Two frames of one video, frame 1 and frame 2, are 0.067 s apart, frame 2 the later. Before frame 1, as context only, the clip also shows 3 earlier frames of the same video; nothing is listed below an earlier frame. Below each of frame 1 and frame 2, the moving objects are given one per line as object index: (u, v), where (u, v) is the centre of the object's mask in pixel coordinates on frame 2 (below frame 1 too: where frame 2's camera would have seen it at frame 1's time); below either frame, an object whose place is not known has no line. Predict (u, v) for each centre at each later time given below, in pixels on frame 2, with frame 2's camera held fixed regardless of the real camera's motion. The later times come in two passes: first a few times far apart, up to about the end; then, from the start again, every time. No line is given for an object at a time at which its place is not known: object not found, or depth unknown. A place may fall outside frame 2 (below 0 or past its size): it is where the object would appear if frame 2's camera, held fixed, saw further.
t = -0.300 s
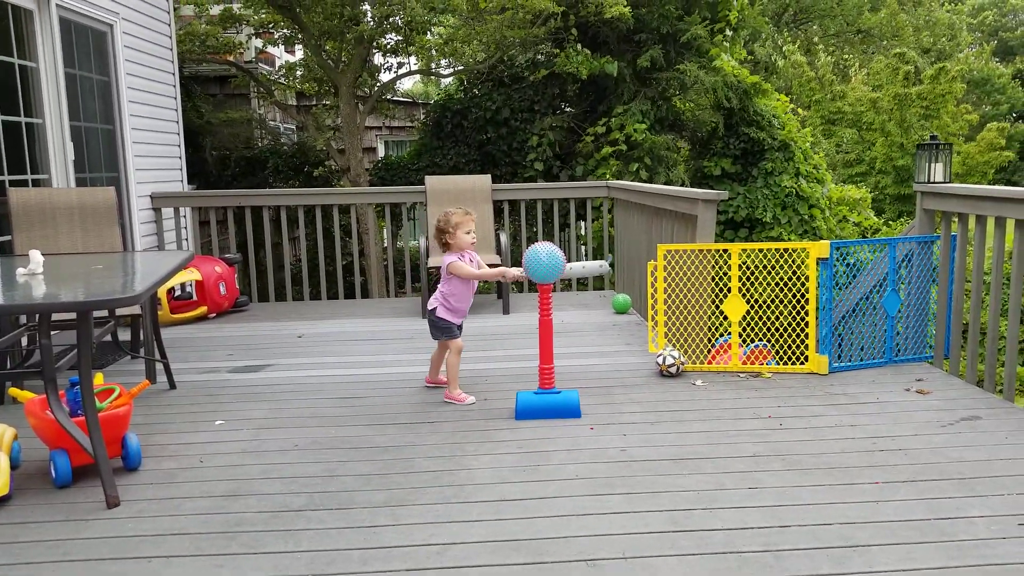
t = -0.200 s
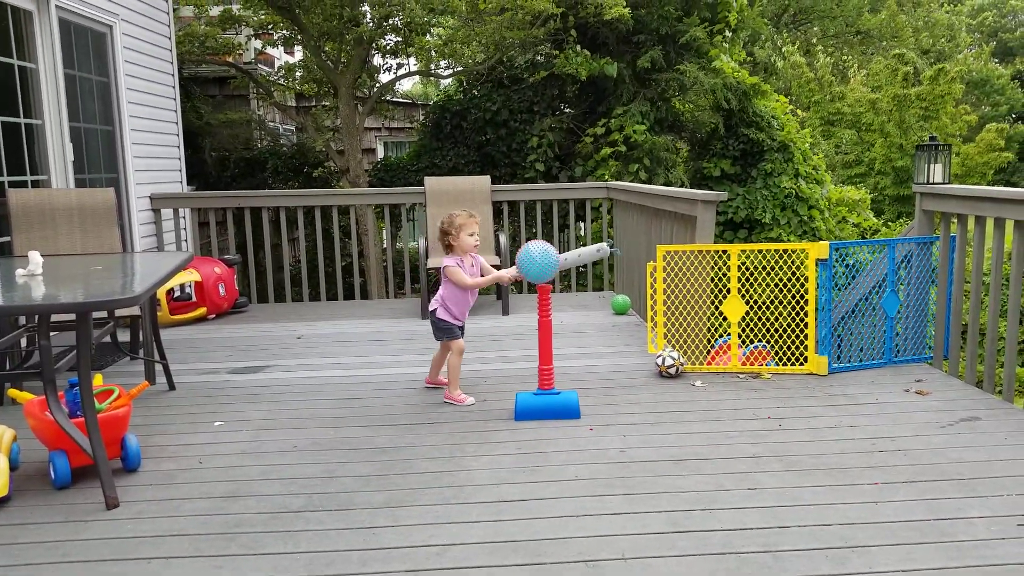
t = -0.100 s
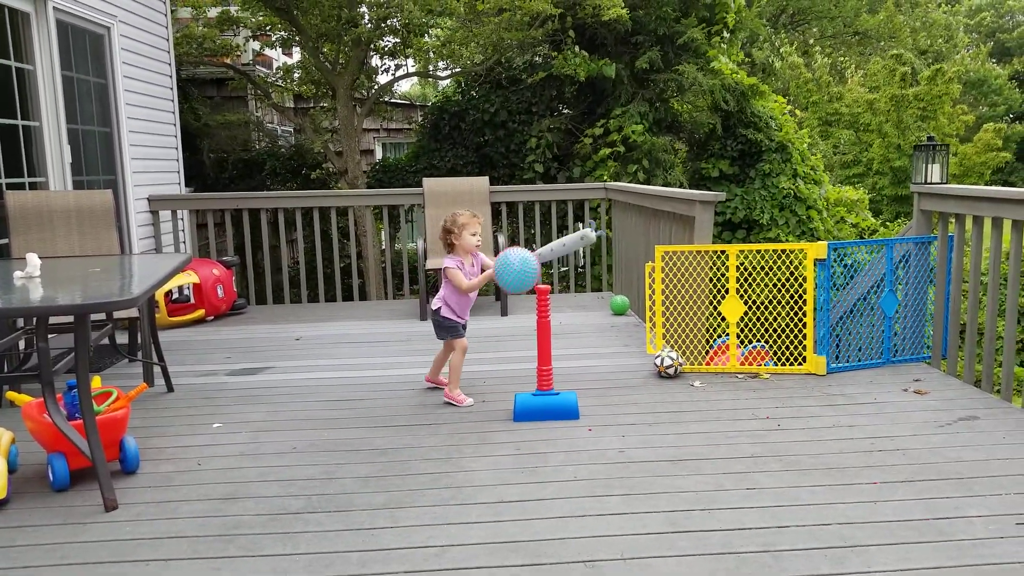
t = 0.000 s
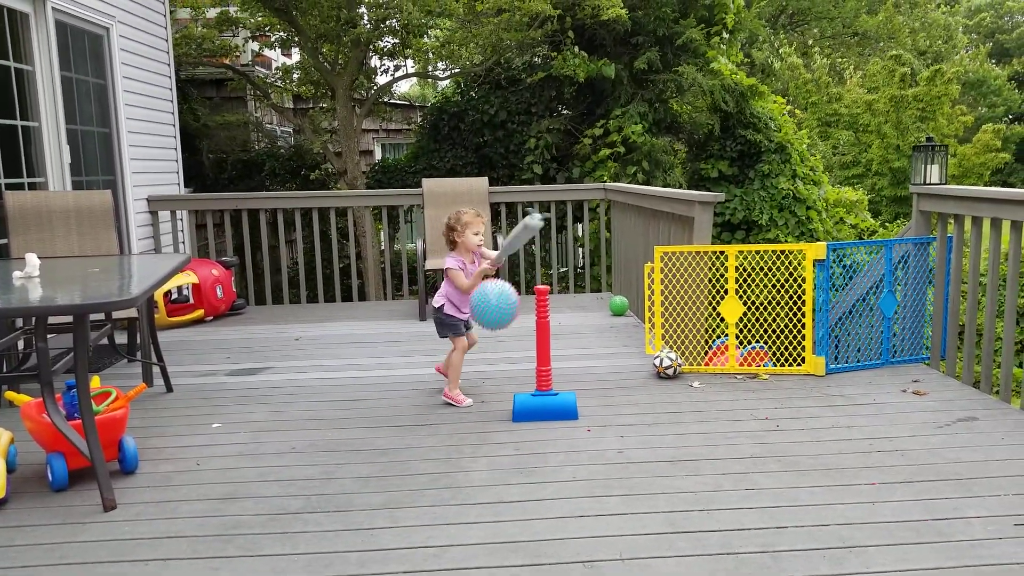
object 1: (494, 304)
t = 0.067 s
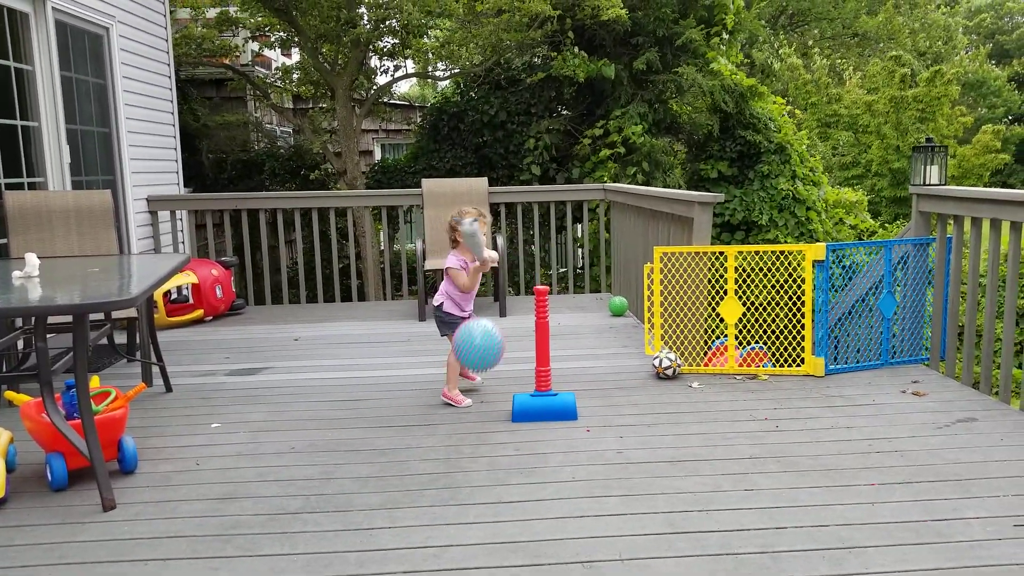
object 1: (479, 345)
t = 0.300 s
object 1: (428, 417)
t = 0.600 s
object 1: (367, 387)
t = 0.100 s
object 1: (471, 371)
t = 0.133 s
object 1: (463, 401)
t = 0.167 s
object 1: (455, 436)
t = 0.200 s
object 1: (448, 474)
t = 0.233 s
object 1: (441, 456)
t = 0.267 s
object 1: (435, 435)
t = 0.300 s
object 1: (428, 417)
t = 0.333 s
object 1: (421, 402)
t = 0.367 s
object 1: (414, 389)
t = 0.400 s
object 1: (407, 378)
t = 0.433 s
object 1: (400, 370)
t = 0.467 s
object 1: (393, 366)
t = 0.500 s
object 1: (386, 366)
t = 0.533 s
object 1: (380, 369)
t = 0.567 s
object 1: (373, 375)
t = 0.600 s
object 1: (367, 387)
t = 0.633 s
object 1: (359, 403)
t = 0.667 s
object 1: (353, 422)
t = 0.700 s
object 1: (346, 447)
